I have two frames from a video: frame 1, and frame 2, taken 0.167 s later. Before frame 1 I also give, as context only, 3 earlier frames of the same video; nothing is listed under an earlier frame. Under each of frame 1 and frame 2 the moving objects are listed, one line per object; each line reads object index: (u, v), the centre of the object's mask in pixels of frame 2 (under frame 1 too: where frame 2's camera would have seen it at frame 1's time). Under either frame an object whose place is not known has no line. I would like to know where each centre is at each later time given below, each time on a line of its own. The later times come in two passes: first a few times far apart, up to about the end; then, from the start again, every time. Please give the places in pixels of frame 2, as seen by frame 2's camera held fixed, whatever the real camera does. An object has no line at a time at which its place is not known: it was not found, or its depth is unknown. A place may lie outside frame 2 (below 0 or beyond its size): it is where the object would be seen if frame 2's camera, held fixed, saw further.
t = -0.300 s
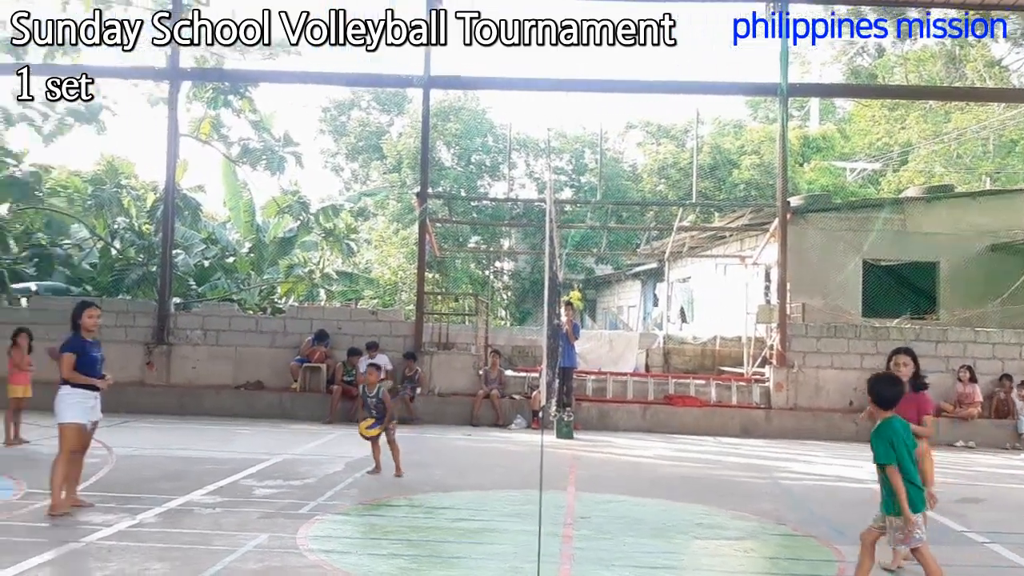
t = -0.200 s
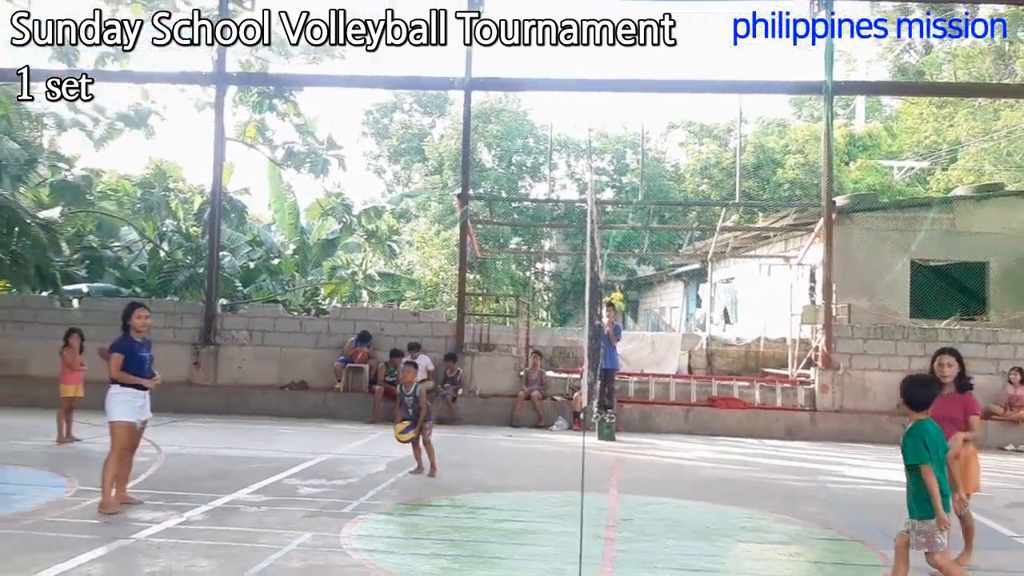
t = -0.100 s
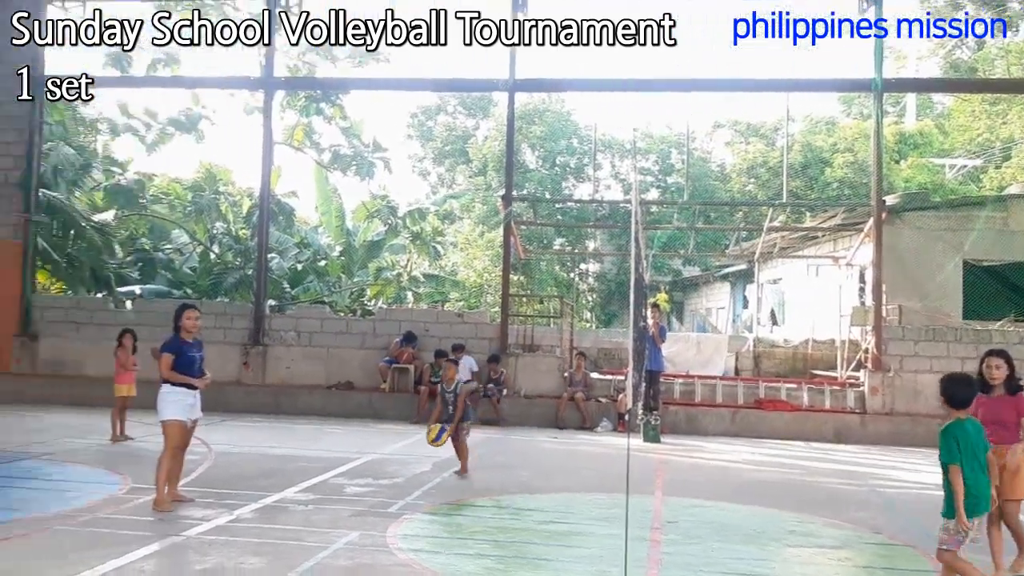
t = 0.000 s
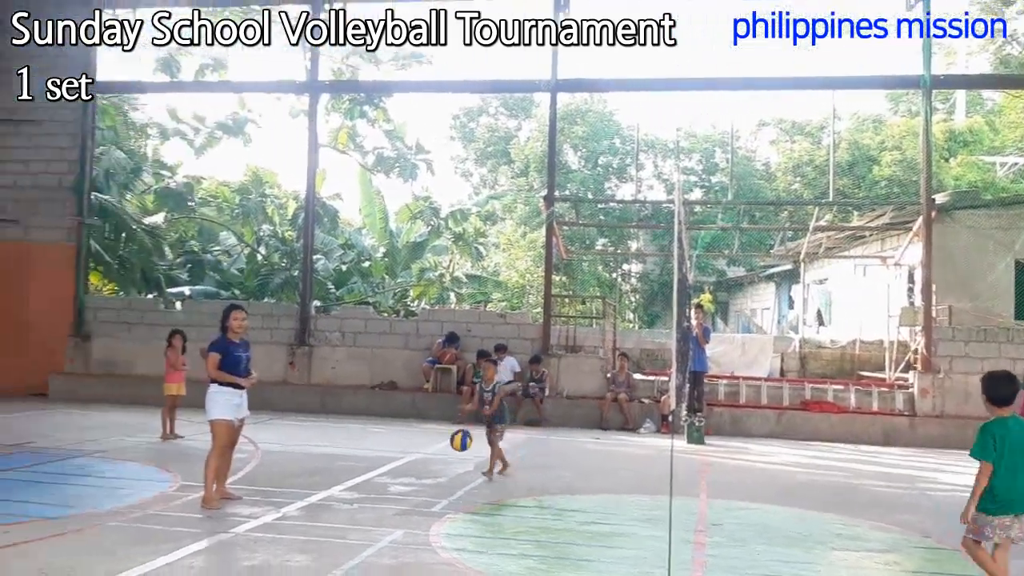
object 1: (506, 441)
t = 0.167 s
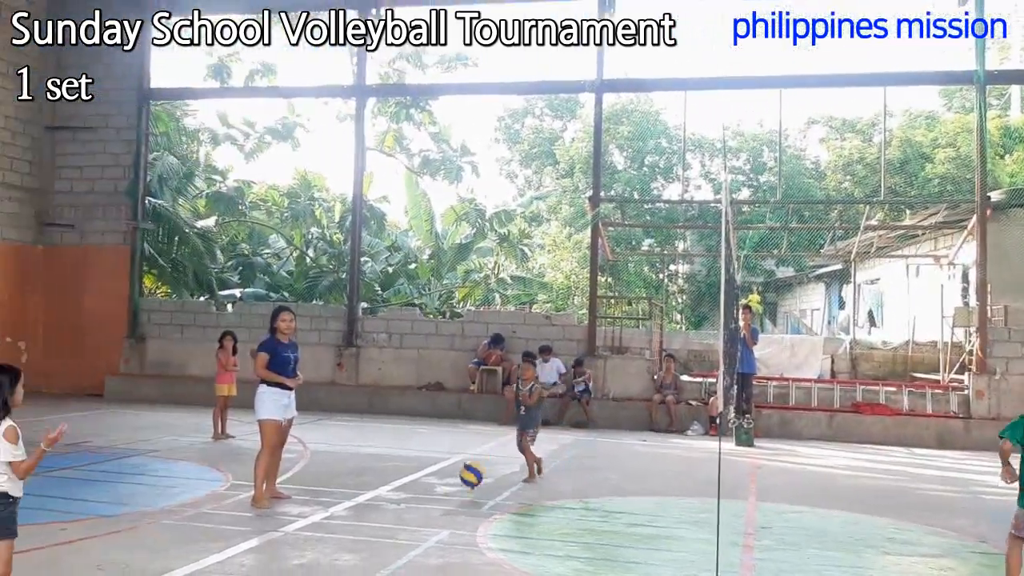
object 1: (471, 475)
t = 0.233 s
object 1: (458, 483)
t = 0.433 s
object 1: (422, 475)
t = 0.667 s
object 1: (374, 501)
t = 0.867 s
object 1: (325, 519)
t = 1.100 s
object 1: (258, 540)
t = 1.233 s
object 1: (213, 556)
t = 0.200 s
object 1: (463, 485)
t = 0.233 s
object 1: (458, 483)
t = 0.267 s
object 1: (452, 478)
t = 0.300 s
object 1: (447, 475)
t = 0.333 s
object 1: (441, 473)
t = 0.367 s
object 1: (434, 473)
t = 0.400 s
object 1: (429, 473)
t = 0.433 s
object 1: (422, 475)
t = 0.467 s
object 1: (416, 479)
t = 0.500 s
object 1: (409, 484)
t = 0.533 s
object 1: (402, 490)
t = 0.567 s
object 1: (395, 499)
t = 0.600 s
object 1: (387, 510)
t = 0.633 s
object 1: (380, 506)
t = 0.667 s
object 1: (374, 501)
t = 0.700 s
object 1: (366, 500)
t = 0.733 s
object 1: (358, 500)
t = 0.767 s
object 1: (350, 502)
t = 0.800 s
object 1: (342, 506)
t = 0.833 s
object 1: (333, 511)
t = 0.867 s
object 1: (325, 519)
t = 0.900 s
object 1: (316, 528)
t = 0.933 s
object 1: (307, 528)
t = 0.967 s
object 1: (298, 527)
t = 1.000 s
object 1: (288, 527)
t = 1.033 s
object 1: (279, 529)
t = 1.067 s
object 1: (268, 534)
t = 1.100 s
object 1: (258, 540)
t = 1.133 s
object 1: (247, 548)
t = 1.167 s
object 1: (237, 549)
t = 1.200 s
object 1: (225, 552)
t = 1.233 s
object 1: (213, 556)
